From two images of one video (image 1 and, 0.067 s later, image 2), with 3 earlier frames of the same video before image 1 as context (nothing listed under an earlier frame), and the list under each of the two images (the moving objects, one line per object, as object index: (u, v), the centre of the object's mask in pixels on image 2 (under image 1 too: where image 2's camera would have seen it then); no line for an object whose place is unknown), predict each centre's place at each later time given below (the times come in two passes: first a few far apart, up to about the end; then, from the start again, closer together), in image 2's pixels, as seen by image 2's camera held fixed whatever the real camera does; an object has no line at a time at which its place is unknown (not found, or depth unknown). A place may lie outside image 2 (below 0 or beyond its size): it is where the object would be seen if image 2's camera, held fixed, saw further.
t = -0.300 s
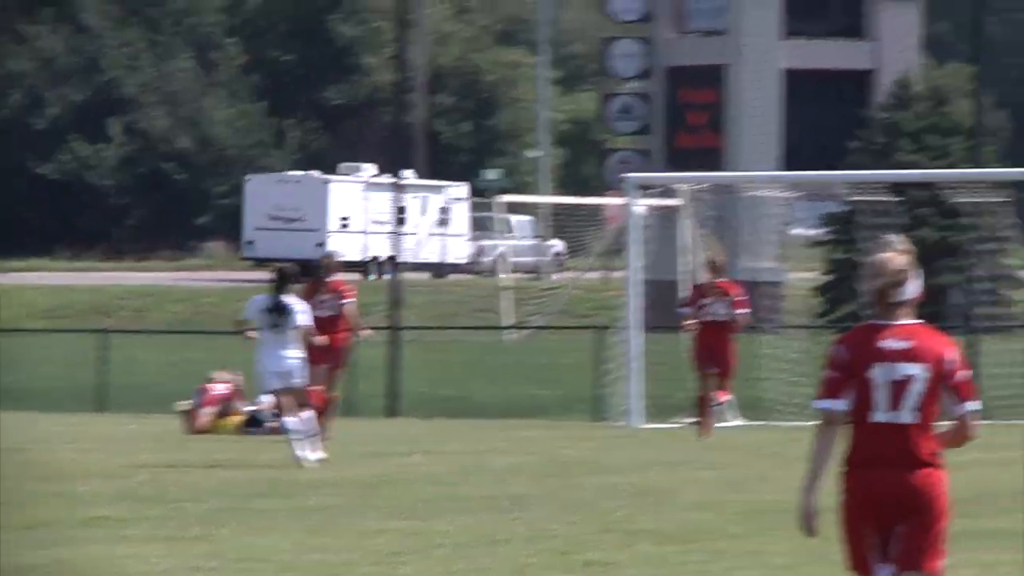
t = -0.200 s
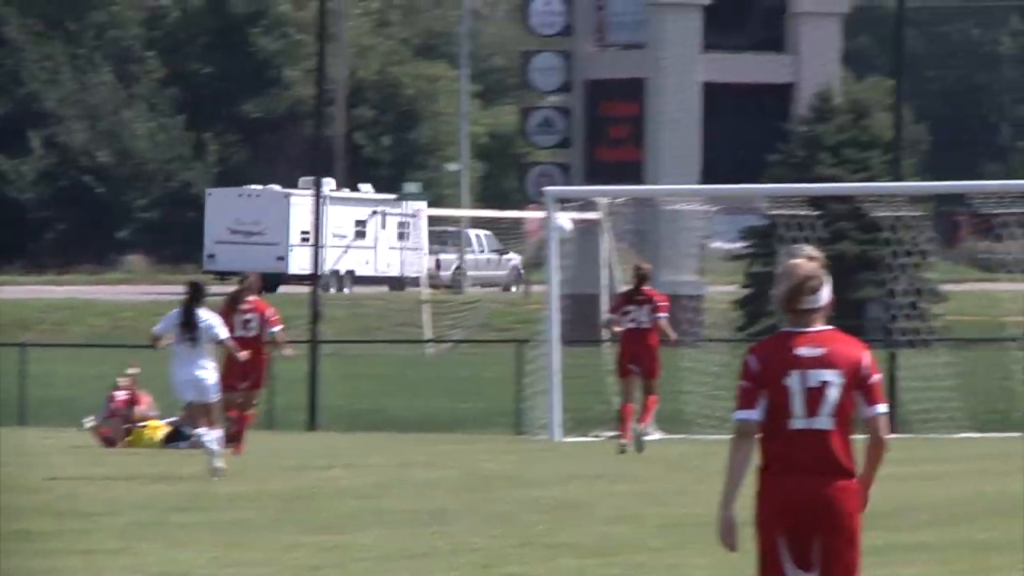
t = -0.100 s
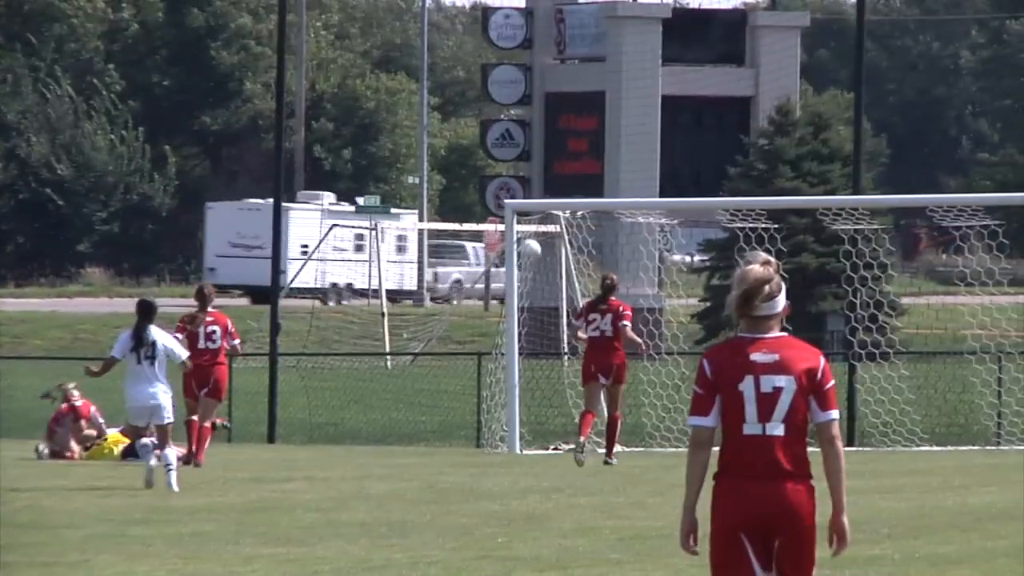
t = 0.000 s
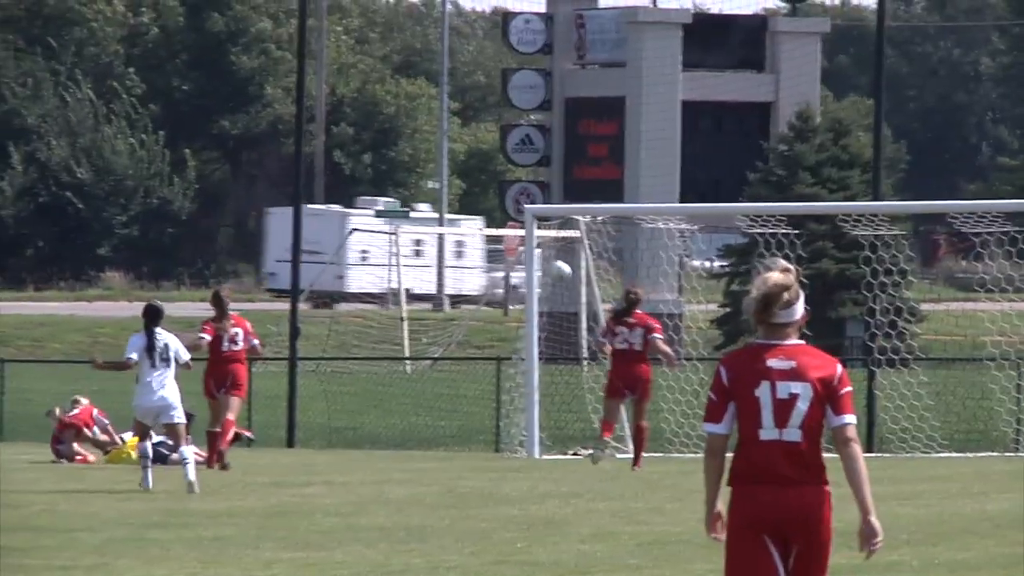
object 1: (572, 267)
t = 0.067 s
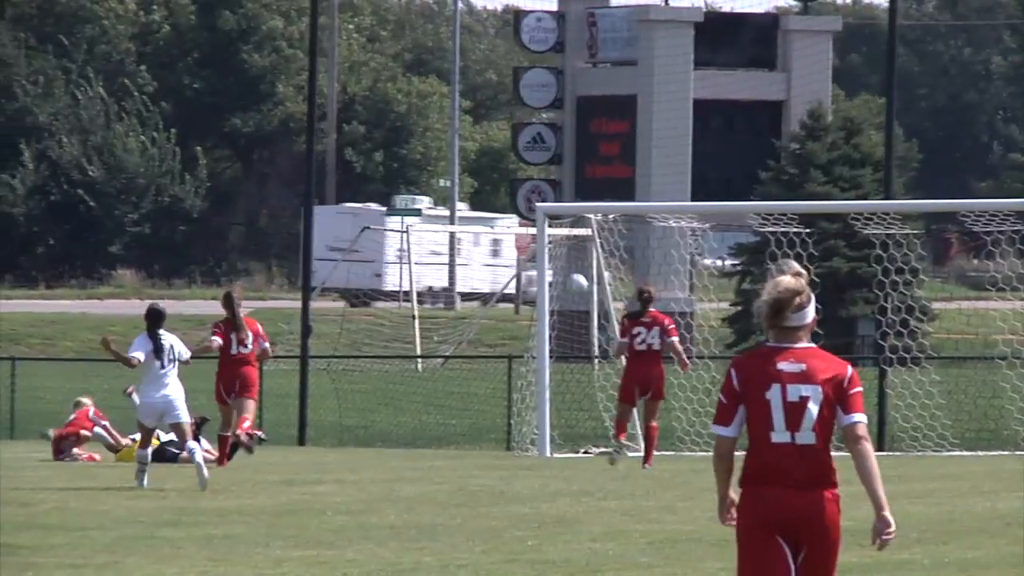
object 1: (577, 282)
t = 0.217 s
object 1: (562, 309)
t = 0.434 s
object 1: (499, 339)
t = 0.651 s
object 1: (450, 317)
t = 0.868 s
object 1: (410, 312)
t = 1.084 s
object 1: (365, 348)
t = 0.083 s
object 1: (579, 285)
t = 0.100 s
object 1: (579, 288)
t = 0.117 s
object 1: (578, 292)
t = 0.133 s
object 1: (576, 295)
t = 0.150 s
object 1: (574, 298)
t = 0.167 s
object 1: (571, 301)
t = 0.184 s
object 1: (568, 304)
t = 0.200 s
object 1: (566, 307)
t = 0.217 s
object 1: (562, 309)
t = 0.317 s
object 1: (533, 322)
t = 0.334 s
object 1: (530, 326)
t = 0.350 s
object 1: (525, 331)
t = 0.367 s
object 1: (521, 332)
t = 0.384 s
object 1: (515, 335)
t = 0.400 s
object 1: (510, 336)
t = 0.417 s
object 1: (503, 337)
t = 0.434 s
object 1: (499, 339)
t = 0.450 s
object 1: (493, 340)
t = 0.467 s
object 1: (488, 342)
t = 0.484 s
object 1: (482, 343)
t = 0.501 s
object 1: (478, 343)
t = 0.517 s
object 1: (474, 340)
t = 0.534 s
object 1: (471, 337)
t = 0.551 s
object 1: (468, 333)
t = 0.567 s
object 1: (464, 330)
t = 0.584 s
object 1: (460, 328)
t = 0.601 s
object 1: (457, 325)
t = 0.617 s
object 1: (455, 321)
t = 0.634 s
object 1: (452, 319)
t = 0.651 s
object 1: (450, 317)
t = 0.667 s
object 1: (447, 316)
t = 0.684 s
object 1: (443, 314)
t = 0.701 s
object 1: (440, 312)
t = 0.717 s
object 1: (438, 310)
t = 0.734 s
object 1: (434, 310)
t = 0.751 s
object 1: (431, 309)
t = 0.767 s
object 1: (427, 310)
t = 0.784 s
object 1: (423, 310)
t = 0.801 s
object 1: (422, 310)
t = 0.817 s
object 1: (418, 310)
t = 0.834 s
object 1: (416, 311)
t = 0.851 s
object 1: (413, 311)
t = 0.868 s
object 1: (410, 312)
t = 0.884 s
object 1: (405, 313)
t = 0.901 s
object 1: (402, 315)
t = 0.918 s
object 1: (399, 317)
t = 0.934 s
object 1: (395, 319)
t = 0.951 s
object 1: (392, 322)
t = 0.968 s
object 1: (390, 324)
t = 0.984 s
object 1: (386, 327)
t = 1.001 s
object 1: (383, 330)
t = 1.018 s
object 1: (380, 334)
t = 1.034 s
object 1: (376, 336)
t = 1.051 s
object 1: (374, 340)
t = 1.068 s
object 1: (370, 343)
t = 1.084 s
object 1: (365, 348)
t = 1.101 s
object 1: (362, 353)
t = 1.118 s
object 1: (360, 357)
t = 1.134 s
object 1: (357, 361)
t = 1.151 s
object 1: (353, 368)
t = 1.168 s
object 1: (350, 373)
